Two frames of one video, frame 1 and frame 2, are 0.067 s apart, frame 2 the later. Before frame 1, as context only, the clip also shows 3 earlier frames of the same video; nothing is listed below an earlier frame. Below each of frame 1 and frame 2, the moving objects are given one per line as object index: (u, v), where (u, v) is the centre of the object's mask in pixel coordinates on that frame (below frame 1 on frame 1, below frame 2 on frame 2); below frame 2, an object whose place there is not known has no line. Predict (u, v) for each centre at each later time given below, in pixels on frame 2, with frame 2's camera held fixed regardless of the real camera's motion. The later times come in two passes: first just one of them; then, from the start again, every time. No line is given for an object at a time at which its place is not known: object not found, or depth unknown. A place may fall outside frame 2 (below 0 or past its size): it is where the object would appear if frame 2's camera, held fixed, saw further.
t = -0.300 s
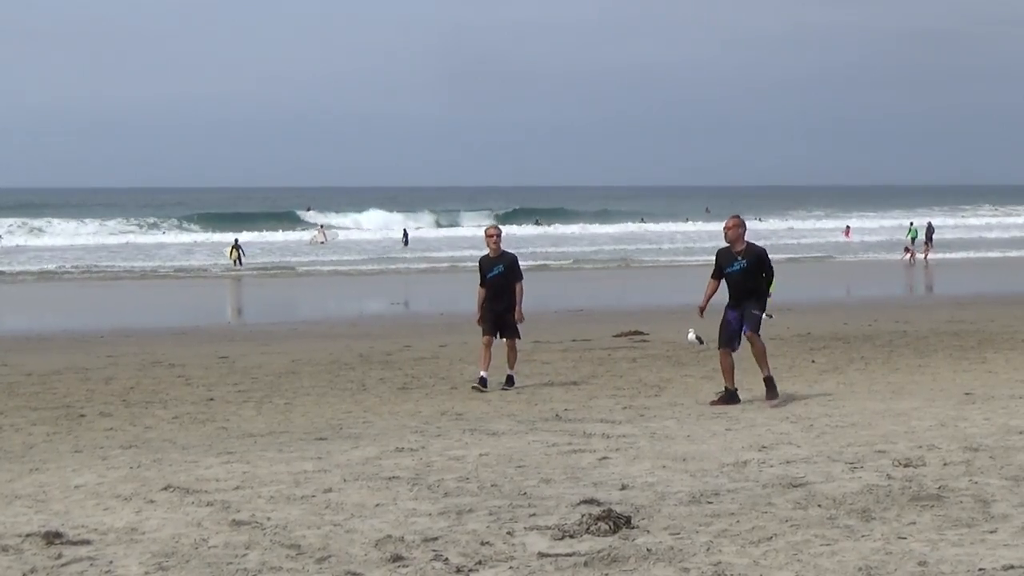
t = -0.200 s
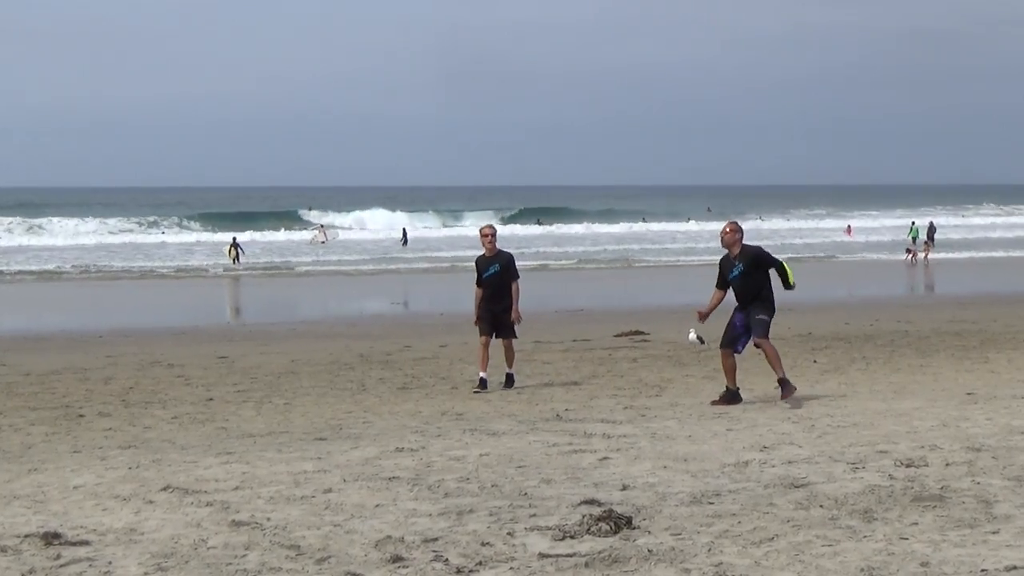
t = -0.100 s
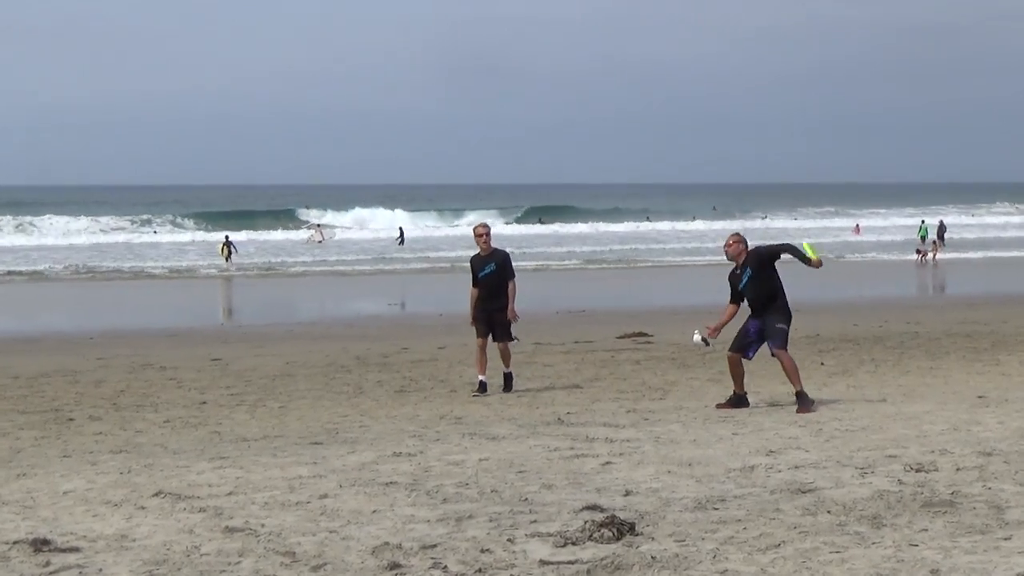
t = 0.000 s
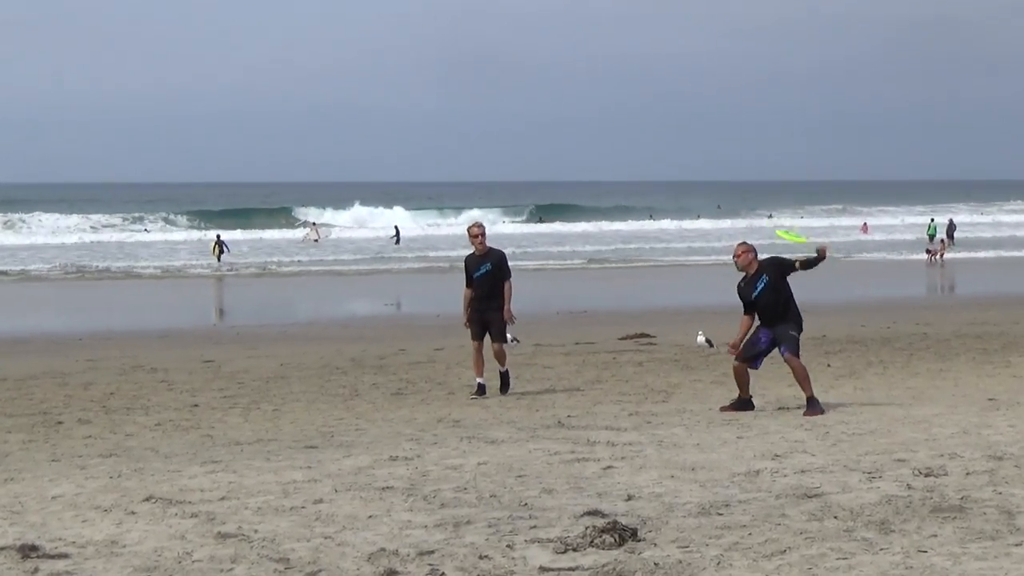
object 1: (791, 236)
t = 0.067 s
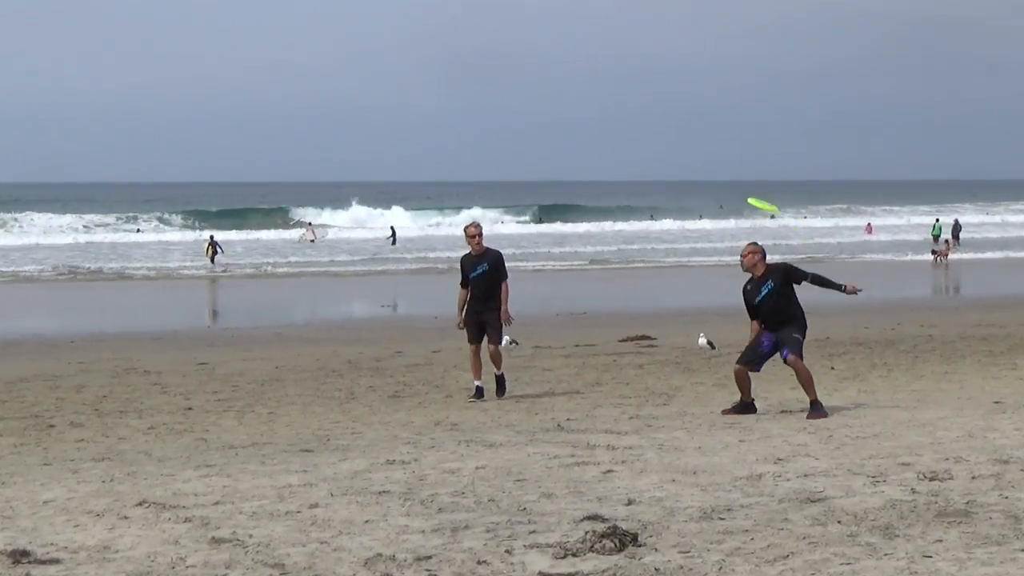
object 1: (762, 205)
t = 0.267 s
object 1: (680, 143)
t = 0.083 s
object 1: (755, 197)
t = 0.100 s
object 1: (748, 191)
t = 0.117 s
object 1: (741, 185)
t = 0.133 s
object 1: (734, 179)
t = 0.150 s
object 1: (726, 174)
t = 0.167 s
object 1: (719, 169)
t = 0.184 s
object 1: (712, 163)
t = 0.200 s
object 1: (706, 159)
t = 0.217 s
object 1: (699, 154)
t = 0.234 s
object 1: (693, 150)
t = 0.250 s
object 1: (686, 146)
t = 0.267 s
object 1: (680, 143)
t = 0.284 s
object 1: (673, 139)
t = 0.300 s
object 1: (667, 136)
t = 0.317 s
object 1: (661, 132)
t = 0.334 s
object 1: (655, 129)
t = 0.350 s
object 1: (649, 126)
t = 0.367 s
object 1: (644, 123)
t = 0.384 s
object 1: (638, 120)
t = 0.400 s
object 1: (633, 118)
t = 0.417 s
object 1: (628, 115)
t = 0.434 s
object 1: (623, 113)
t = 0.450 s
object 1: (618, 111)
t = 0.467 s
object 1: (613, 109)
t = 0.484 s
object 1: (608, 107)
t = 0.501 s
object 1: (603, 105)
